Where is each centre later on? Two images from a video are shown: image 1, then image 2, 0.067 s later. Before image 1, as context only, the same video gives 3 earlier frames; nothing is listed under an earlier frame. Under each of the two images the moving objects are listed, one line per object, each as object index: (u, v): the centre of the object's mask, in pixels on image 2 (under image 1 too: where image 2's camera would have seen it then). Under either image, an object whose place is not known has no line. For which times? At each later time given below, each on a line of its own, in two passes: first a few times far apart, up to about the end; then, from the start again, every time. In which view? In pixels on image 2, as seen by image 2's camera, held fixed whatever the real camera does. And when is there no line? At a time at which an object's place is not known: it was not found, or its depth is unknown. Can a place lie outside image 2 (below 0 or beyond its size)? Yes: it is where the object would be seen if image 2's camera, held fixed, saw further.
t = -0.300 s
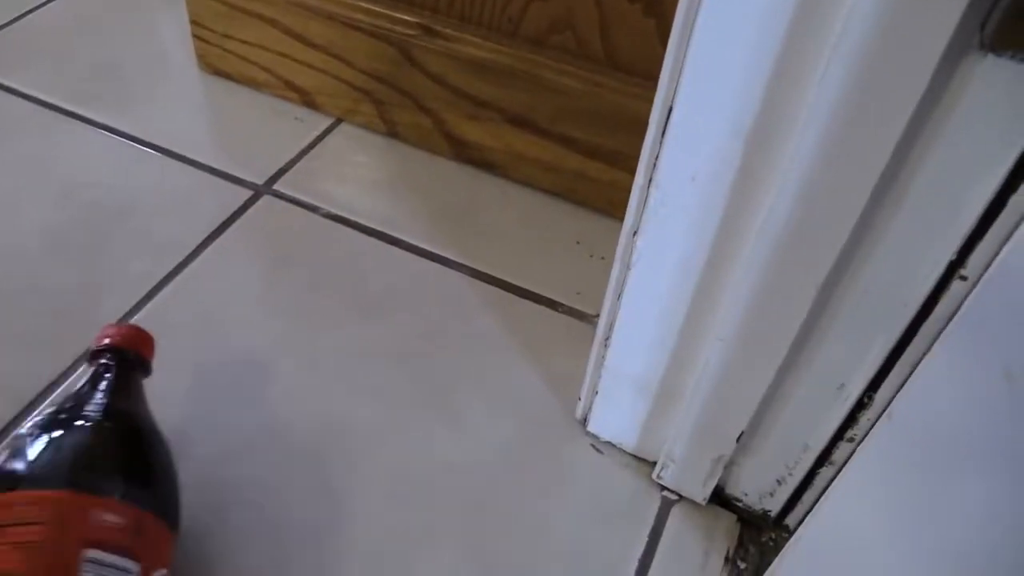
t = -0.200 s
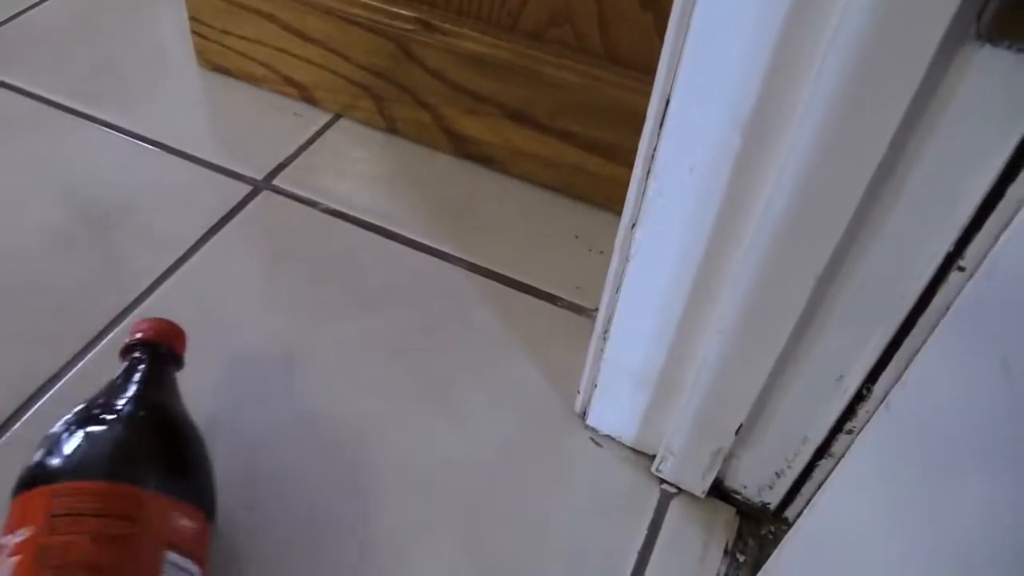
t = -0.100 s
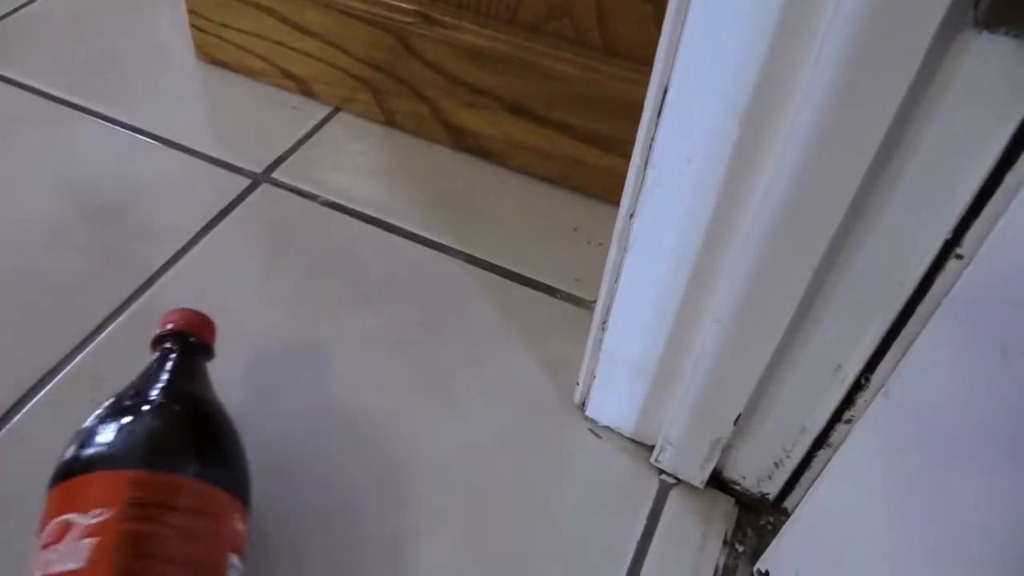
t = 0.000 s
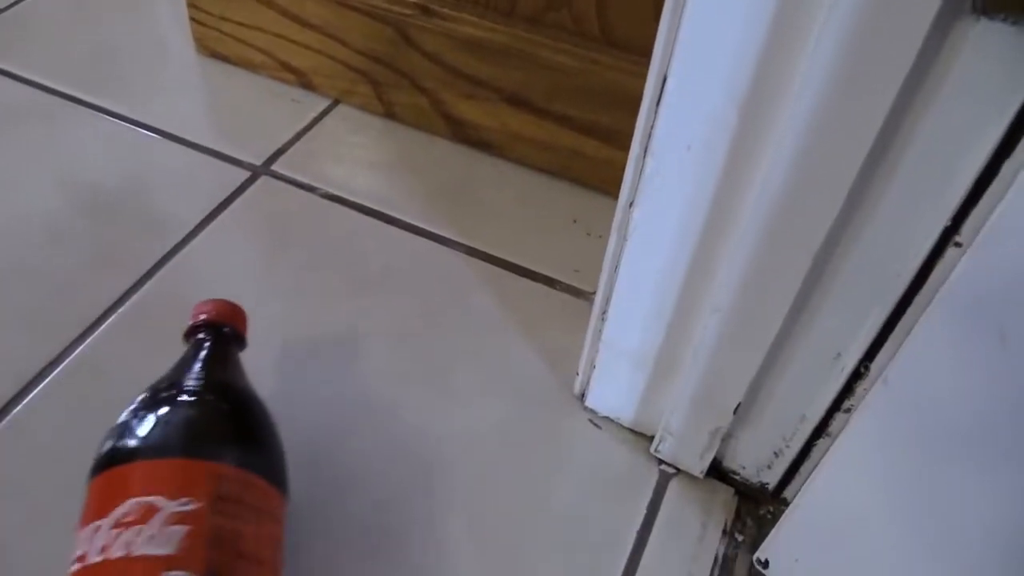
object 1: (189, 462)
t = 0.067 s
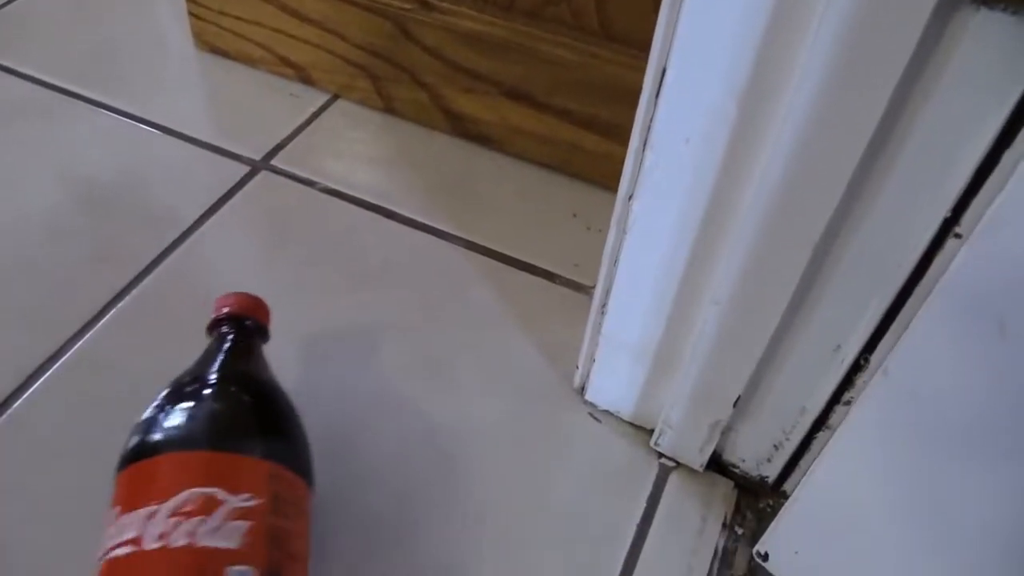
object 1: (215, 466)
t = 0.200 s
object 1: (268, 472)
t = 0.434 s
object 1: (364, 482)
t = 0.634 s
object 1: (446, 493)
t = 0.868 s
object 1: (531, 506)
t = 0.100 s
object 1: (228, 468)
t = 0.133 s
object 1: (243, 469)
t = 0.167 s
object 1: (255, 471)
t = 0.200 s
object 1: (268, 472)
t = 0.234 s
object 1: (281, 473)
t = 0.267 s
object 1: (295, 475)
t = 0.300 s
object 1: (309, 476)
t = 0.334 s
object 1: (322, 478)
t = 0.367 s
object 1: (336, 479)
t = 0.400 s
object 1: (350, 481)
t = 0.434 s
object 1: (364, 482)
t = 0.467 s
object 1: (378, 484)
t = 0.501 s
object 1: (391, 485)
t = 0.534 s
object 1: (405, 487)
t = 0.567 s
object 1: (418, 488)
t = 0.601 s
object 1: (432, 490)
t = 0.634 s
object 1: (446, 493)
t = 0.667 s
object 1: (461, 494)
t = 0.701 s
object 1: (474, 496)
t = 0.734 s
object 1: (486, 499)
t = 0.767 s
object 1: (497, 501)
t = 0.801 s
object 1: (508, 502)
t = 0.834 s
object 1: (520, 504)
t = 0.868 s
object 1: (531, 506)
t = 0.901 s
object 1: (544, 509)
